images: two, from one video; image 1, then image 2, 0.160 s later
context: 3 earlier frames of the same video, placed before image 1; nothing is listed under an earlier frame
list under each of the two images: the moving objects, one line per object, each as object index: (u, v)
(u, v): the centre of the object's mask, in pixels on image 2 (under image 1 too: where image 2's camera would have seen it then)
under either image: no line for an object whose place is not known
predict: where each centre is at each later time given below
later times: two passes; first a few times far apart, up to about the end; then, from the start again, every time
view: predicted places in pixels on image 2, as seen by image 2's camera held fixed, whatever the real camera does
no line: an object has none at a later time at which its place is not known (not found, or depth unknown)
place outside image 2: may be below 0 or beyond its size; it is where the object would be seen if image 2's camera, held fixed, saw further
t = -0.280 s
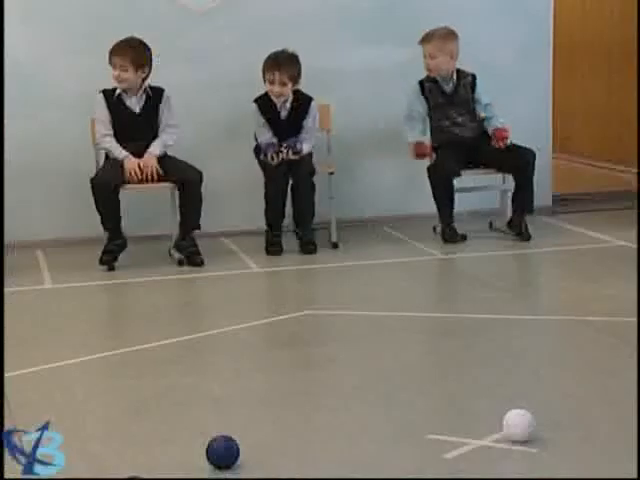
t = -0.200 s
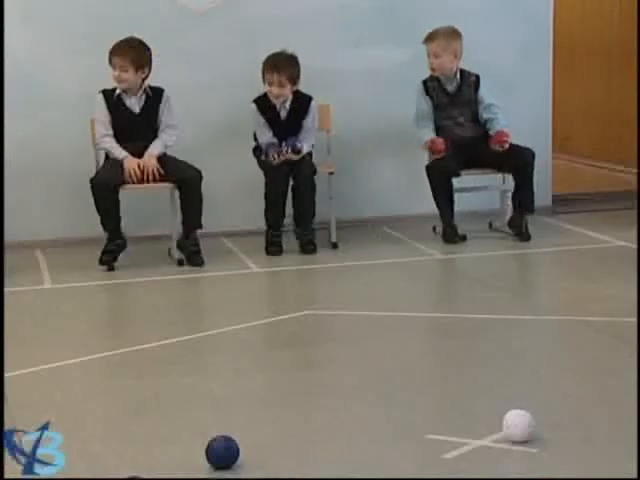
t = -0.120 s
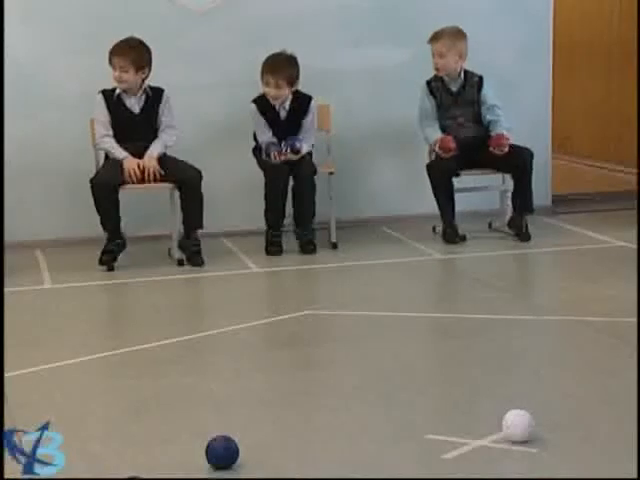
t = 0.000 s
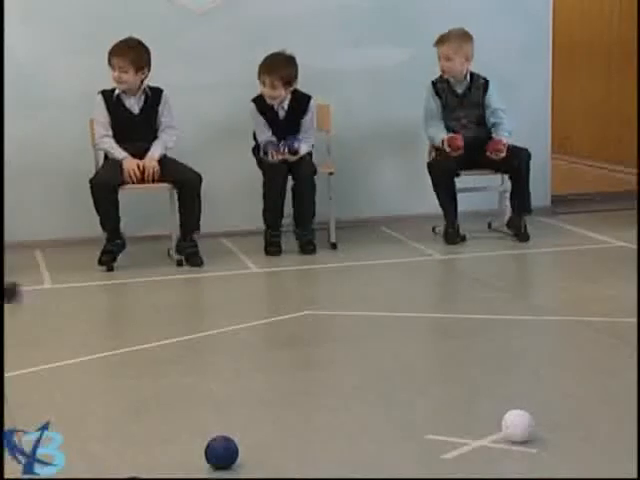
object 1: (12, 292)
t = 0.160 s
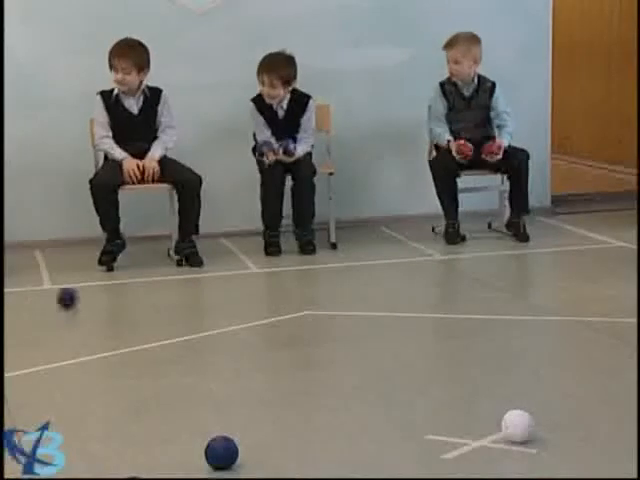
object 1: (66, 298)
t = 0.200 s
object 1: (81, 301)
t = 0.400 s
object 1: (151, 309)
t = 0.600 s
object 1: (220, 318)
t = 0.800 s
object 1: (288, 327)
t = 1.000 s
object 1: (357, 336)
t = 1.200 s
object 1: (428, 344)
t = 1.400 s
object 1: (500, 353)
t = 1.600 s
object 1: (576, 363)
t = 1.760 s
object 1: (630, 367)
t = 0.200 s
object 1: (81, 301)
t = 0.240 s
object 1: (95, 302)
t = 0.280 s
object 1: (109, 303)
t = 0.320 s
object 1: (123, 306)
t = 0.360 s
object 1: (136, 308)
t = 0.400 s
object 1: (151, 309)
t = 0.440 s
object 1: (165, 312)
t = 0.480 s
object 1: (179, 312)
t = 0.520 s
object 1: (194, 315)
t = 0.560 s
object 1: (207, 316)
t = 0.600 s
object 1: (220, 318)
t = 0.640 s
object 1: (234, 318)
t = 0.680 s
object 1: (247, 322)
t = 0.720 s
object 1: (261, 323)
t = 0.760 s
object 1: (275, 325)
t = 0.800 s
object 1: (288, 327)
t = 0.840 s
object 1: (302, 329)
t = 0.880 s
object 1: (316, 331)
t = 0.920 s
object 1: (331, 332)
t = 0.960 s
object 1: (345, 333)
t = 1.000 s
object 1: (357, 336)
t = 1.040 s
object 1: (372, 336)
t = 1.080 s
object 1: (386, 339)
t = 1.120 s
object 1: (401, 340)
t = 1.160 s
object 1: (414, 342)
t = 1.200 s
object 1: (428, 344)
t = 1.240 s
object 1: (443, 345)
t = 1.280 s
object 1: (457, 347)
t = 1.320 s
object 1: (472, 349)
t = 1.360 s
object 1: (486, 351)
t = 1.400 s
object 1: (500, 353)
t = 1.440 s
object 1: (515, 355)
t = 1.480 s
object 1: (530, 356)
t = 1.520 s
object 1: (545, 358)
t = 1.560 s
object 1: (560, 360)
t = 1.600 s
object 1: (576, 363)
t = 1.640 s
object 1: (590, 363)
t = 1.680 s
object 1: (605, 365)
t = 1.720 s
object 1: (621, 367)
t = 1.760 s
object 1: (630, 367)
